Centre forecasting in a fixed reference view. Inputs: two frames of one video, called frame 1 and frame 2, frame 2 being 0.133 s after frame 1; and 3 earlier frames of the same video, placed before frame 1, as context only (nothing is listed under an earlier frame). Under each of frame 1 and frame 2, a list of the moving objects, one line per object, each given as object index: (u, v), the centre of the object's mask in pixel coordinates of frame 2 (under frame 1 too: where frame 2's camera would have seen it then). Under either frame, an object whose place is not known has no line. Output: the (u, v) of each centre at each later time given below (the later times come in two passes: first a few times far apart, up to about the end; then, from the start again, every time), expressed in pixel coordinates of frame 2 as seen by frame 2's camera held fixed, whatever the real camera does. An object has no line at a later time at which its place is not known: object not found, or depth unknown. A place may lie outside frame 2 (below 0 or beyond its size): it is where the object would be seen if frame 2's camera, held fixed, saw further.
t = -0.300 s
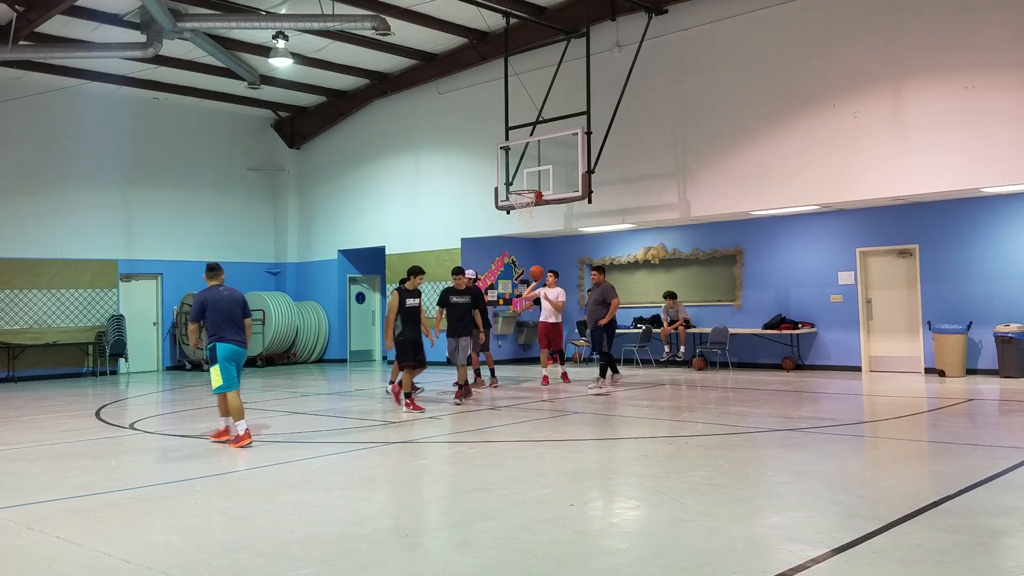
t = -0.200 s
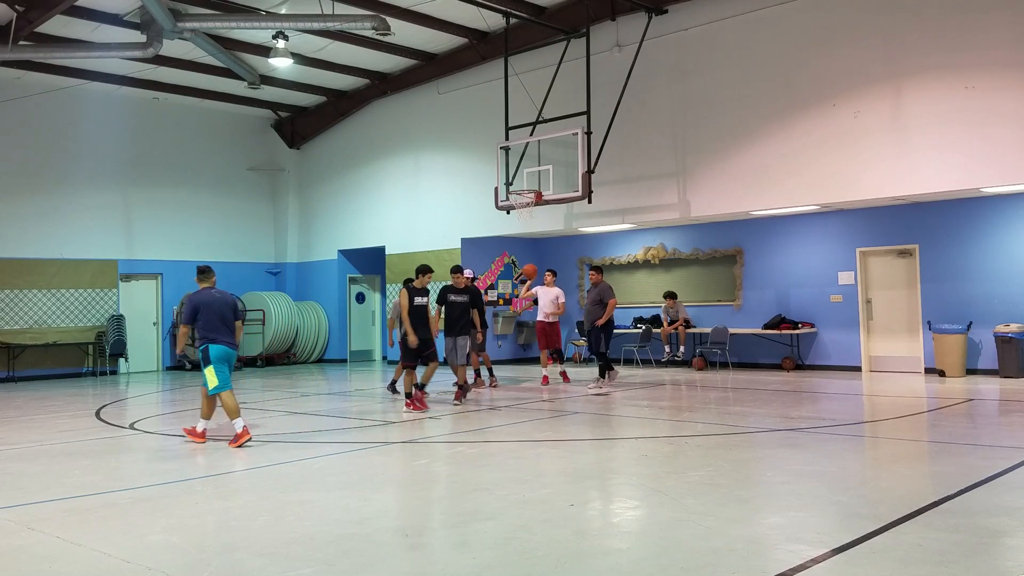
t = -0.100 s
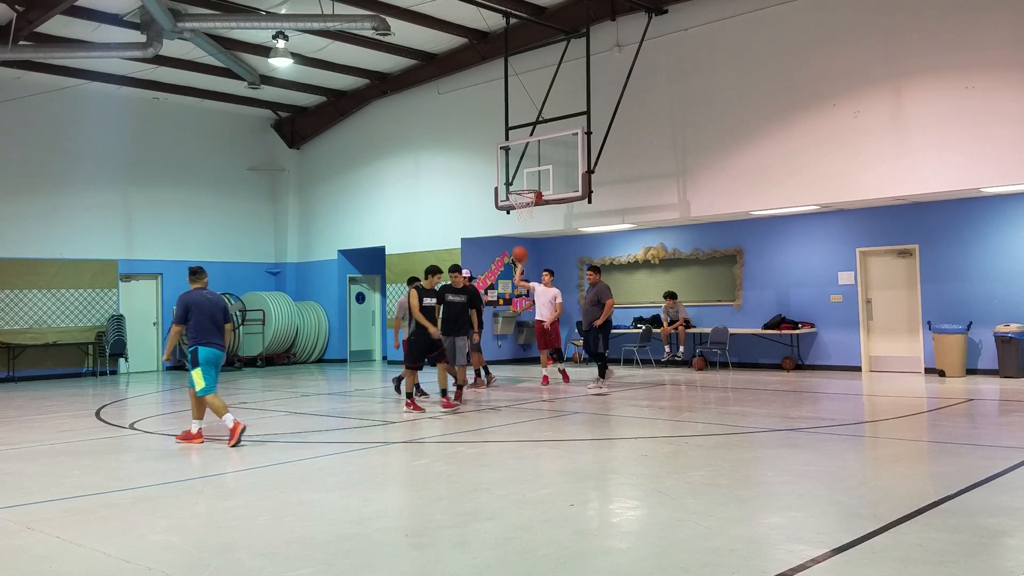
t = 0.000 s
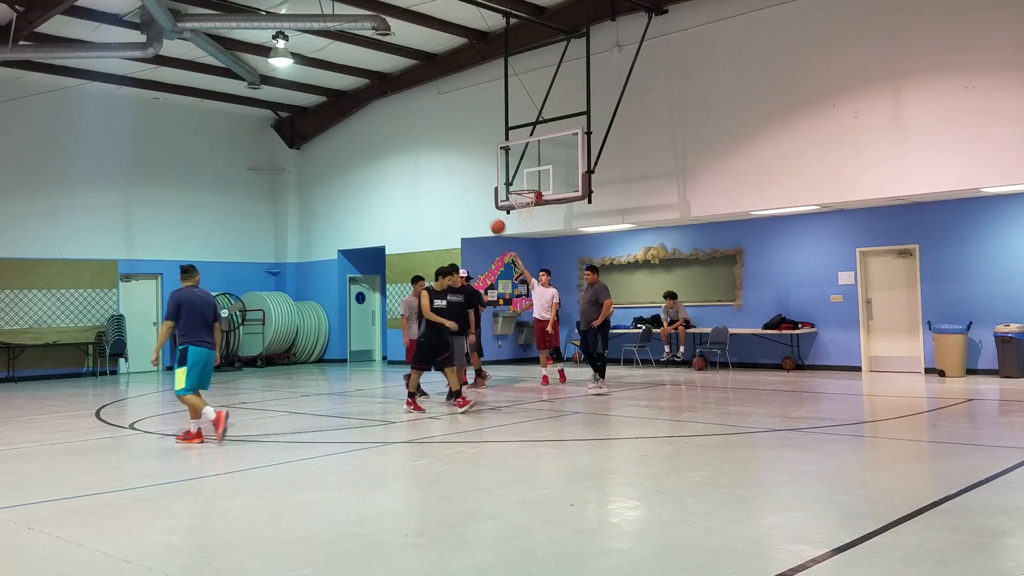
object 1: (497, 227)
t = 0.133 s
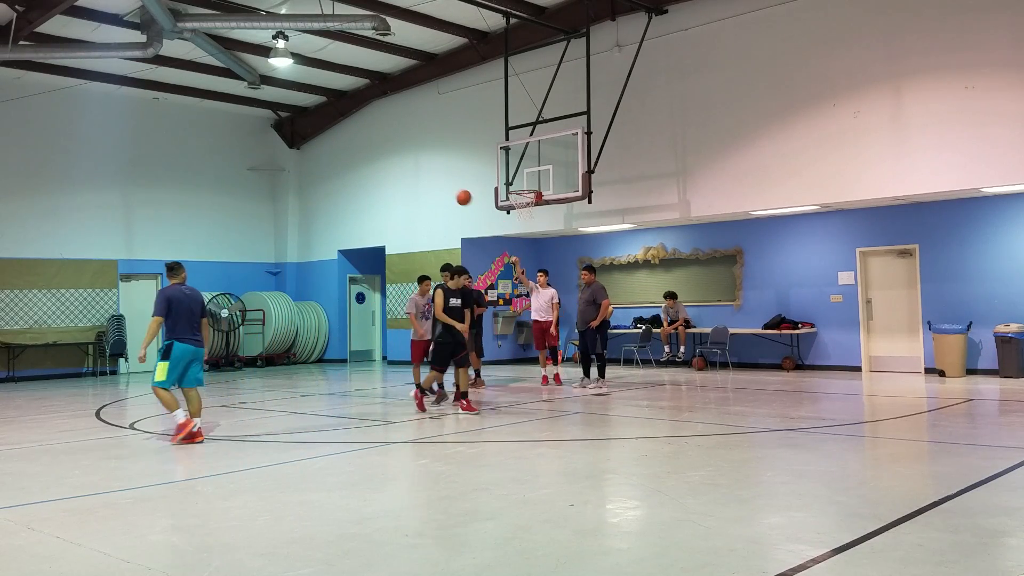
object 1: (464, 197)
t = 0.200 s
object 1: (445, 186)
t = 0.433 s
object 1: (379, 170)
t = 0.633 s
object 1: (316, 187)
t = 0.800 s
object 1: (259, 227)
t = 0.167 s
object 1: (455, 191)
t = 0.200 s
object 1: (445, 186)
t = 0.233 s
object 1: (436, 182)
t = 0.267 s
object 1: (427, 178)
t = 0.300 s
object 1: (418, 175)
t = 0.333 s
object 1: (408, 173)
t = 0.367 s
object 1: (398, 171)
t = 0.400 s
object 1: (389, 170)
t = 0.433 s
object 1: (379, 170)
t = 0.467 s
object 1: (369, 171)
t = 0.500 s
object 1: (359, 173)
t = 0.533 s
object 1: (348, 175)
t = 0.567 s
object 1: (338, 178)
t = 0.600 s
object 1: (327, 182)
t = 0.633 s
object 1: (316, 187)
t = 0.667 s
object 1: (305, 193)
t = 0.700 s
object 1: (294, 200)
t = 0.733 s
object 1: (282, 208)
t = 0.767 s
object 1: (271, 216)
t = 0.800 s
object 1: (259, 227)
